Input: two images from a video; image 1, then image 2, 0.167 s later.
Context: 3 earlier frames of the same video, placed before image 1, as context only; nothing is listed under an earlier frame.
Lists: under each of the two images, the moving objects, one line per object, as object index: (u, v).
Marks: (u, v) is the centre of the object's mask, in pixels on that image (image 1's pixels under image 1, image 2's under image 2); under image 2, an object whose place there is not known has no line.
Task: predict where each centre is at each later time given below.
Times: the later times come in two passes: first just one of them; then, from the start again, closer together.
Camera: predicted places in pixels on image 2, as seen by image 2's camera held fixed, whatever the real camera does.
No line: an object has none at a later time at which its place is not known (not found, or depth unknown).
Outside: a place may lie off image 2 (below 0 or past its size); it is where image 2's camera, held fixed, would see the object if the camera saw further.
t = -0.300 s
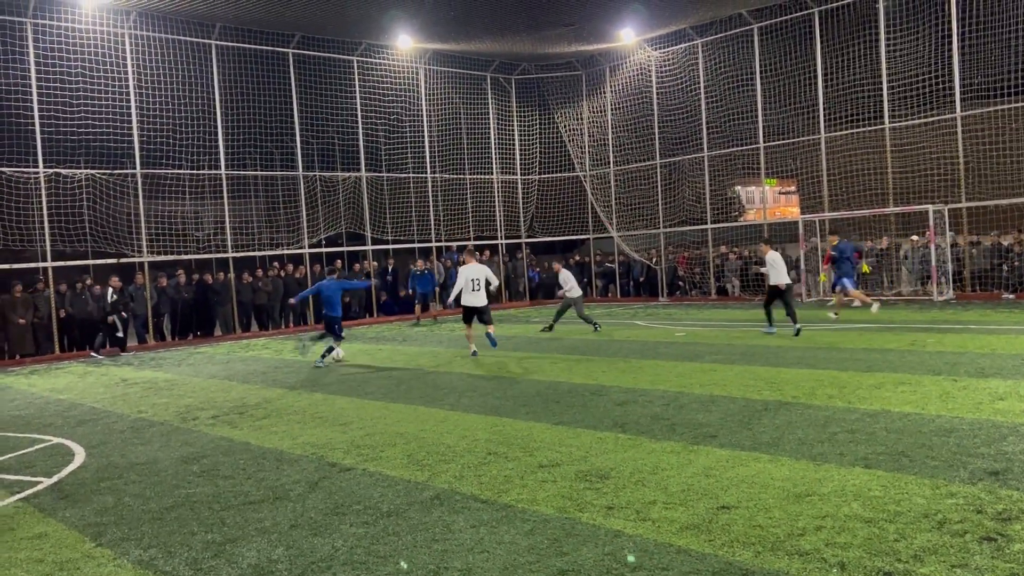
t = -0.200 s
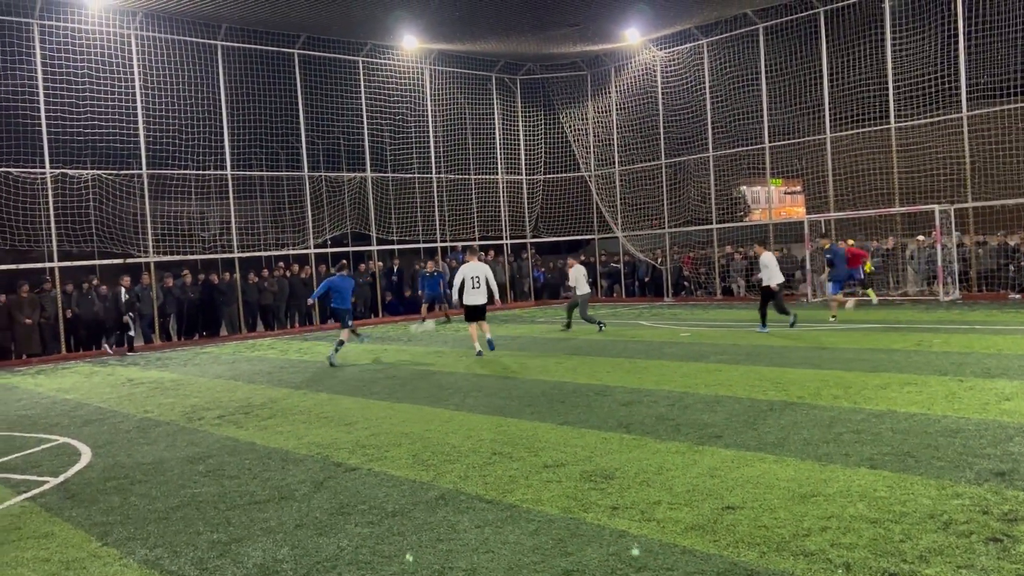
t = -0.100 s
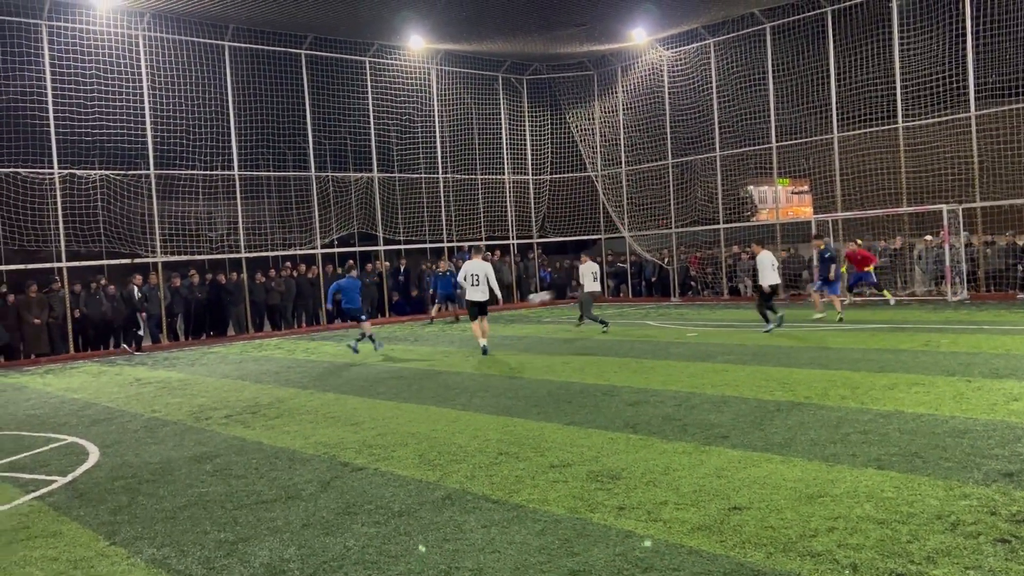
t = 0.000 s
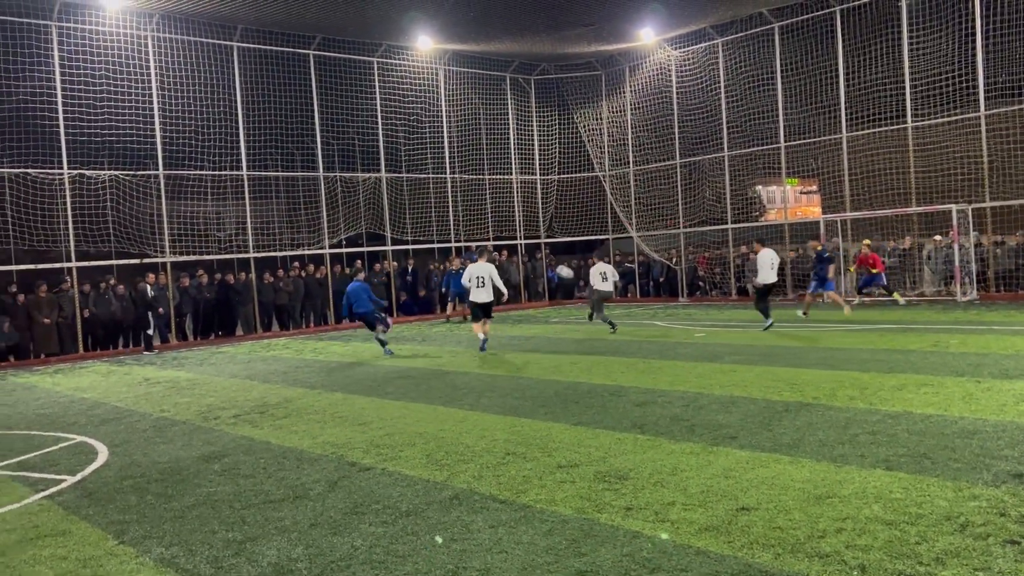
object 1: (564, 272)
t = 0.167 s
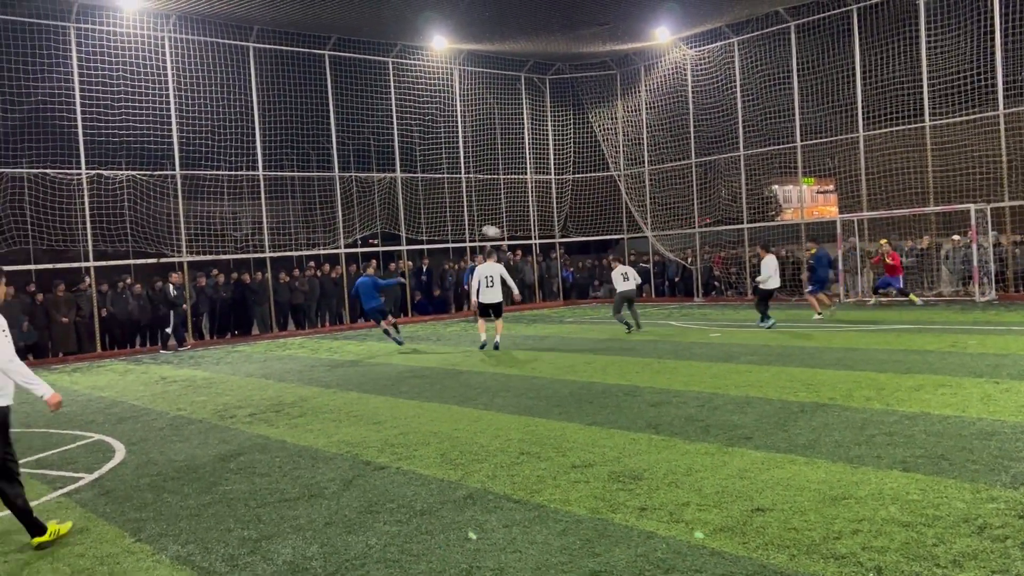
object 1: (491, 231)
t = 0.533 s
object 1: (292, 188)
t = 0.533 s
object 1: (292, 188)
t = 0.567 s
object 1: (274, 187)
